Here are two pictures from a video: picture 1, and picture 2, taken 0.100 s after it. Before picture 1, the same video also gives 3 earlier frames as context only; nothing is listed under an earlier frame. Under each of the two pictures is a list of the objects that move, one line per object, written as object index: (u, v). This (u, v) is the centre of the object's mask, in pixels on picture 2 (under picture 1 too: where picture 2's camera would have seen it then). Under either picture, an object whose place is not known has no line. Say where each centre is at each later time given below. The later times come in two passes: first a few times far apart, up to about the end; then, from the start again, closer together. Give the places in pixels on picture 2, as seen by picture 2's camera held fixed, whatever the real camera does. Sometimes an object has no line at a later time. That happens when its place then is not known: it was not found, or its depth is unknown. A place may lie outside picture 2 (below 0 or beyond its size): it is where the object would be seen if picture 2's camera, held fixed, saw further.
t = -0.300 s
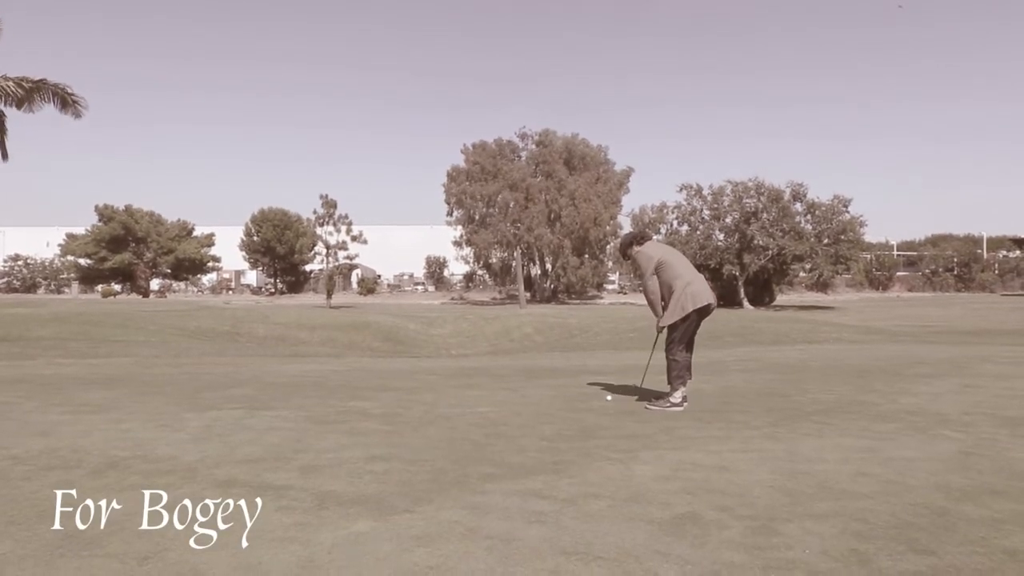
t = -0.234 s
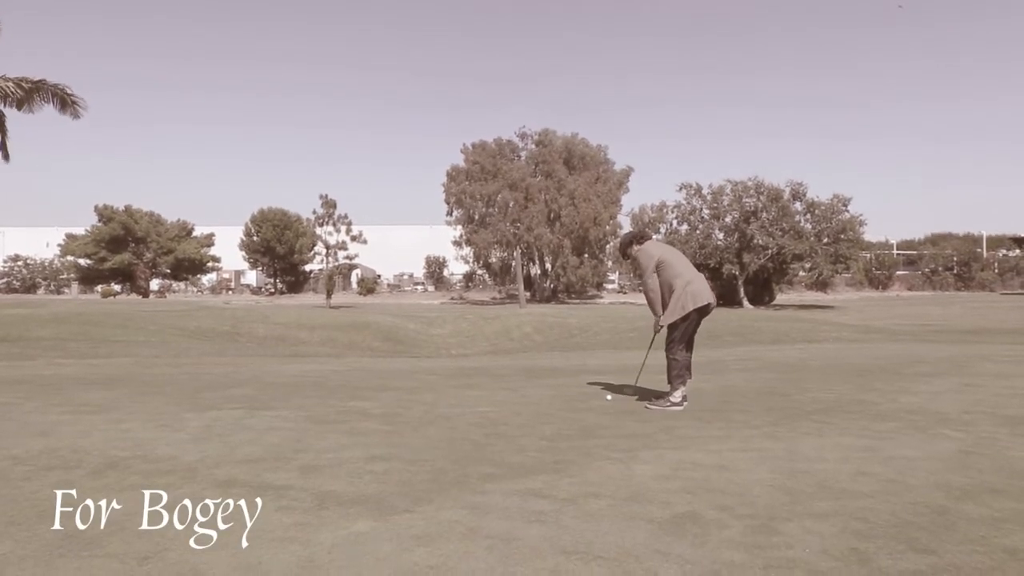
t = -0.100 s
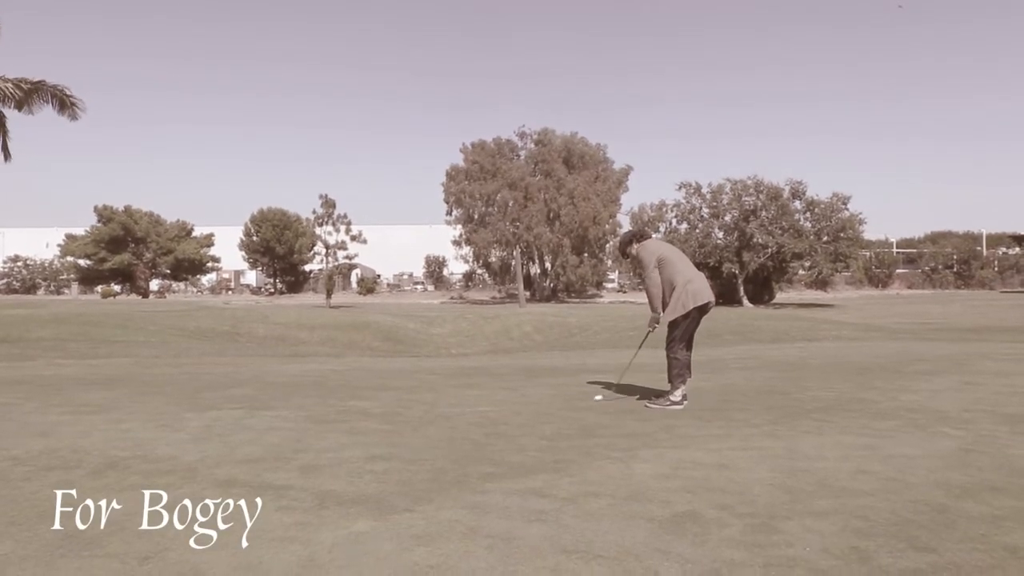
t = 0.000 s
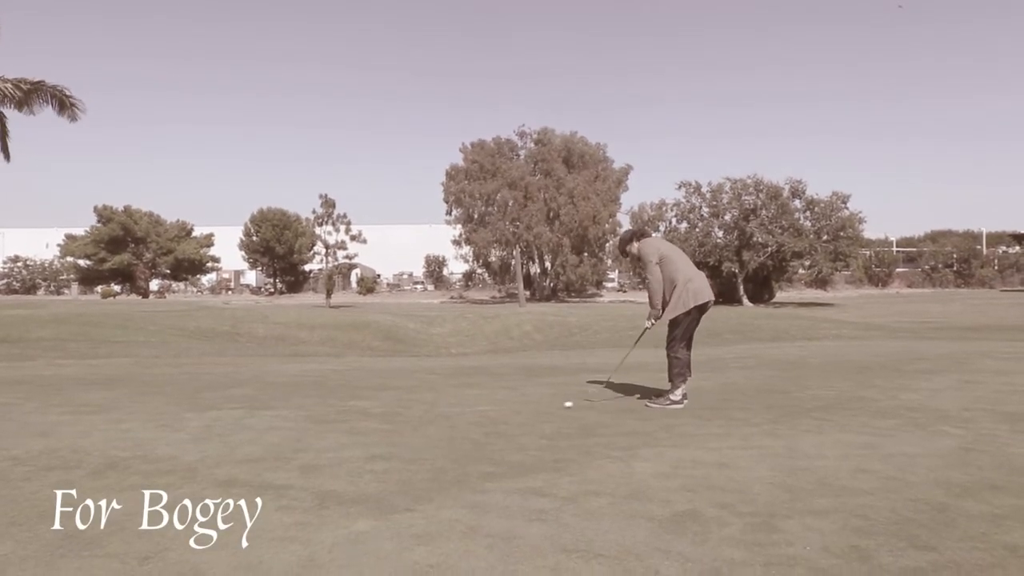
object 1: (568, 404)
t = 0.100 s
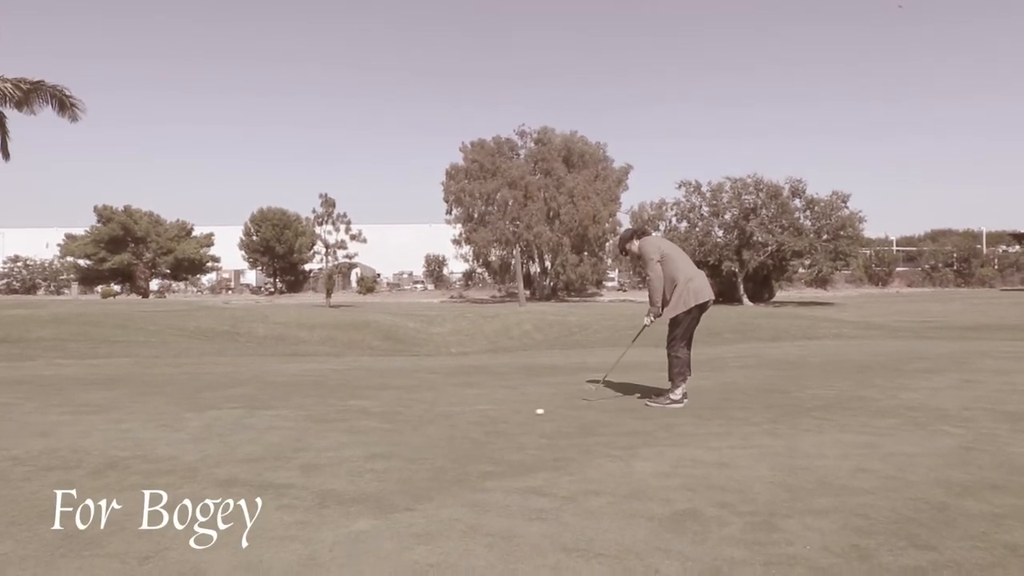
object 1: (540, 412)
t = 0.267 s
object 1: (494, 423)
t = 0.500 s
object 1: (421, 440)
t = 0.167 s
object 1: (522, 415)
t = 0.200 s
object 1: (513, 418)
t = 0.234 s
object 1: (504, 420)
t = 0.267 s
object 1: (494, 423)
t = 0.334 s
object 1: (474, 428)
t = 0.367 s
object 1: (464, 430)
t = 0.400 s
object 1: (454, 433)
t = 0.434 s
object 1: (443, 435)
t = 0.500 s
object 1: (421, 440)
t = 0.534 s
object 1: (410, 443)
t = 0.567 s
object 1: (398, 446)
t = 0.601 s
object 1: (386, 449)
